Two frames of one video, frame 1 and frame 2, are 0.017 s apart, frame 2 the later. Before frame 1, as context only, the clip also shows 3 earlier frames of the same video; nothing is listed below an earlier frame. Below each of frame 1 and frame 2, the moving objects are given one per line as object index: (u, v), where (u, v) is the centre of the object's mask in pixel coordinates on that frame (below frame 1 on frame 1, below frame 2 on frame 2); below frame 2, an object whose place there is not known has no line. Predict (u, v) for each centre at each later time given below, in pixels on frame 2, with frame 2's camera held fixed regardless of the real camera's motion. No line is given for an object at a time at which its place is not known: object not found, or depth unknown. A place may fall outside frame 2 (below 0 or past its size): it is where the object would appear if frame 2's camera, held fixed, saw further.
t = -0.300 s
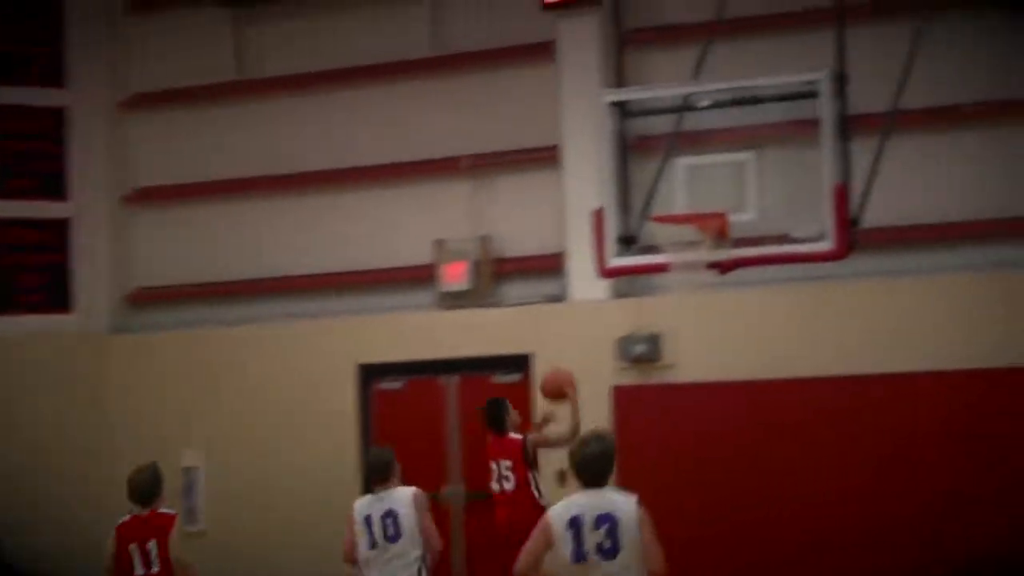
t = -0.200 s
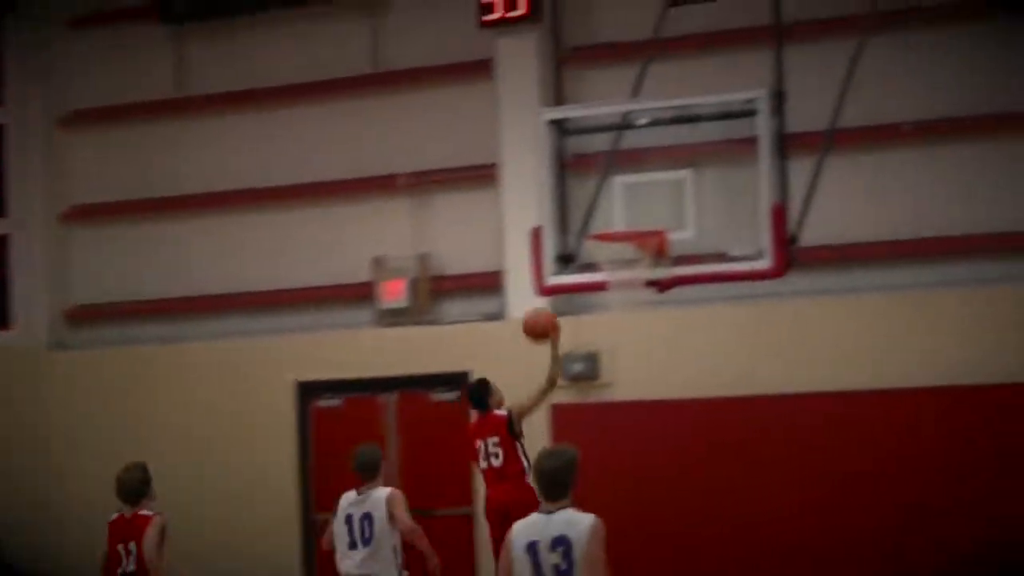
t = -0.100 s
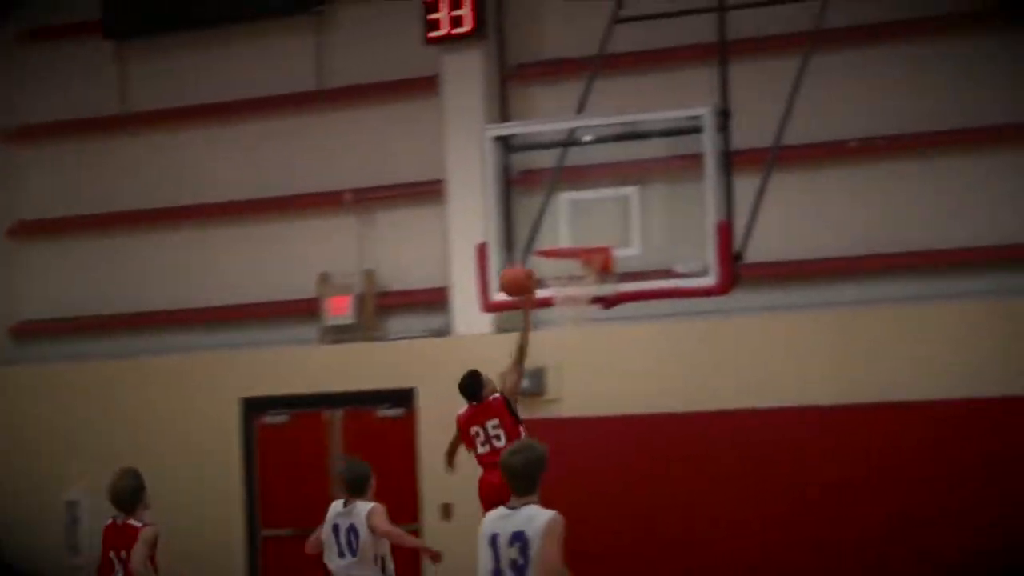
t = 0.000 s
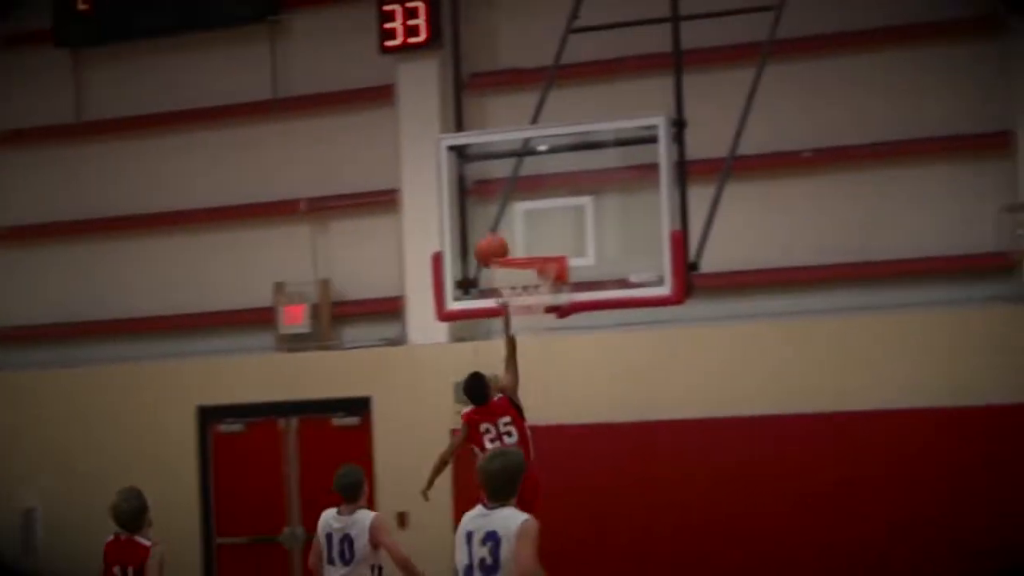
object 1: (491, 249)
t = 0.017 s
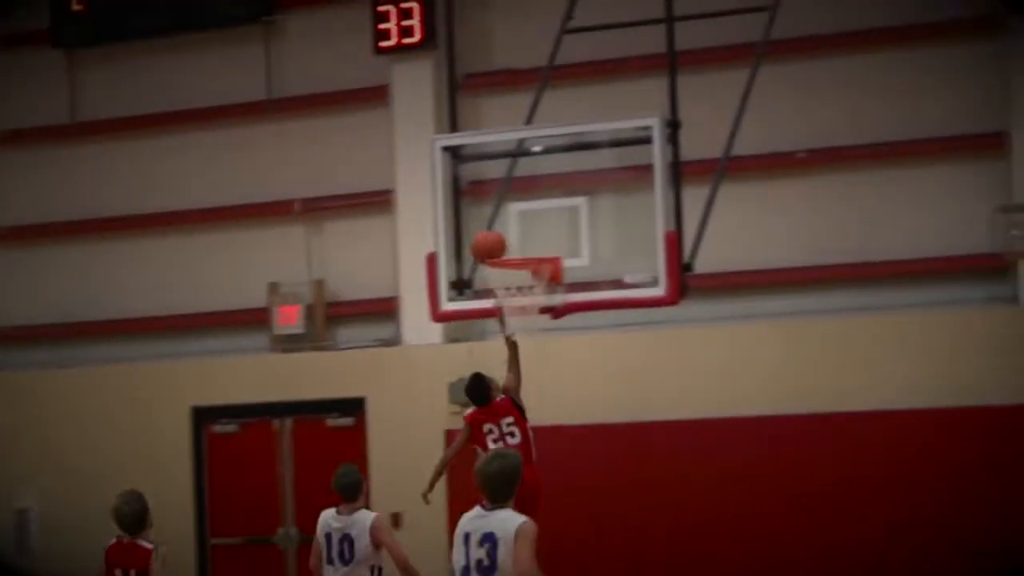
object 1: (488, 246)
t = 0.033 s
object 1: (492, 241)
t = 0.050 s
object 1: (493, 238)
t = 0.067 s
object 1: (493, 235)
